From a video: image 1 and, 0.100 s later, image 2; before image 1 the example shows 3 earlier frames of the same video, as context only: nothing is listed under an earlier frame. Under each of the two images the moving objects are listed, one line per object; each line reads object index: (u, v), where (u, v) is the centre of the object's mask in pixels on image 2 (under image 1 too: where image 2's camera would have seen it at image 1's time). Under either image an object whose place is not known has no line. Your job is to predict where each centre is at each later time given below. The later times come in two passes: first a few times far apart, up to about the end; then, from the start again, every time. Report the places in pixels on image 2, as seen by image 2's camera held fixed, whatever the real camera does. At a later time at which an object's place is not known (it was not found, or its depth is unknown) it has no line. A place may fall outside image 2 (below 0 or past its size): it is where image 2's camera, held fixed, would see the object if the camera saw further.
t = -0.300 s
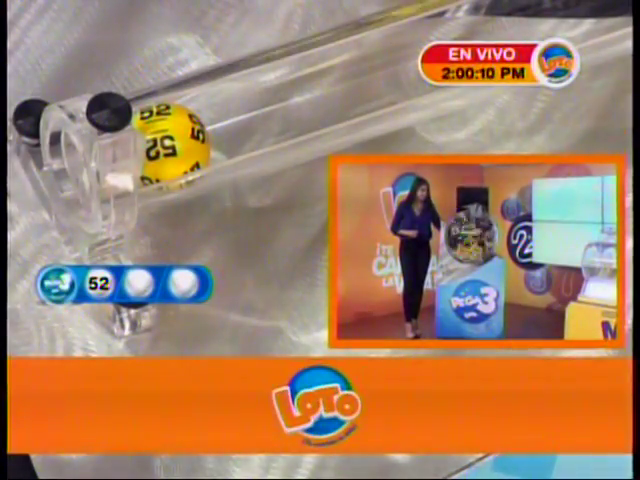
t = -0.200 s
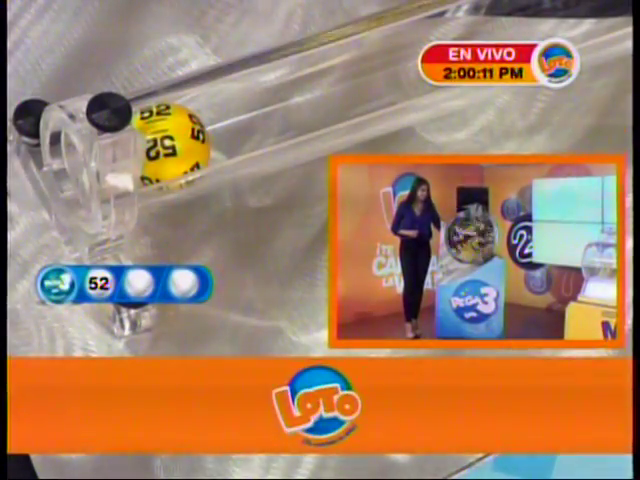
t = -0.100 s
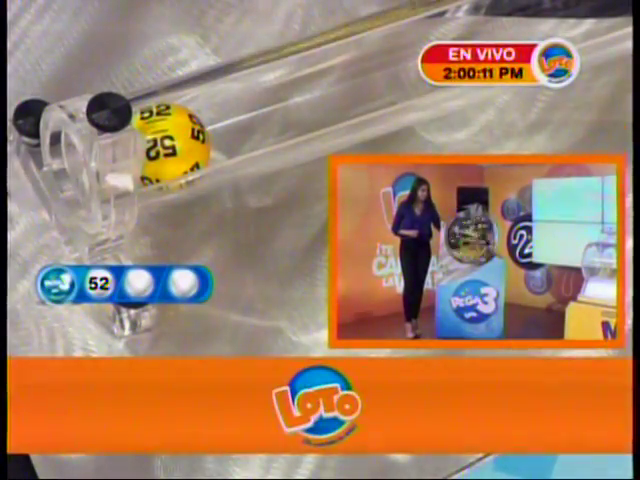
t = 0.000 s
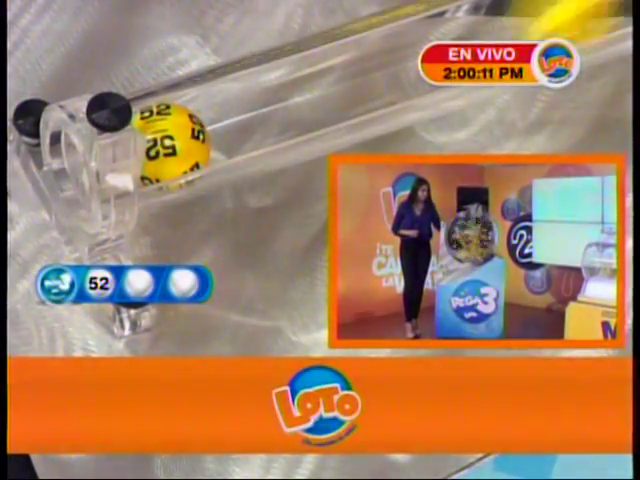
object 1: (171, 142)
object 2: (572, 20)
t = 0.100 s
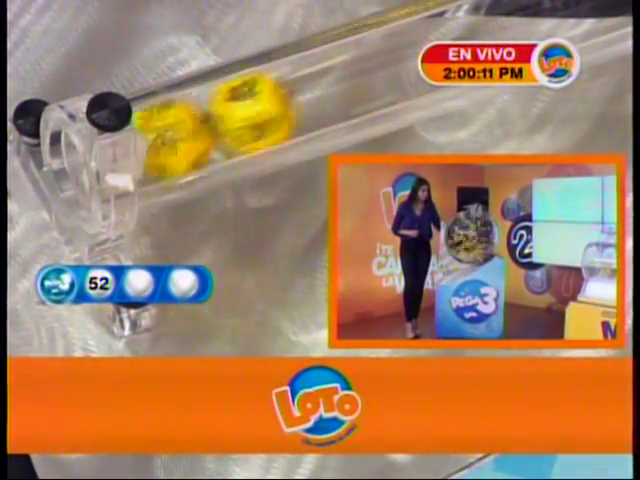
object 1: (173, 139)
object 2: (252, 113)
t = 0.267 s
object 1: (179, 139)
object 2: (365, 78)
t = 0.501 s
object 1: (171, 142)
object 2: (250, 116)
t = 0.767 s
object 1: (171, 141)
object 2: (246, 118)
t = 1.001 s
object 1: (171, 142)
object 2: (246, 118)
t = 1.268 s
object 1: (171, 144)
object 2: (246, 118)
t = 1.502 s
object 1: (171, 143)
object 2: (246, 118)
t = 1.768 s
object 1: (171, 142)
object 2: (246, 118)
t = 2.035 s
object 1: (171, 142)
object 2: (246, 118)
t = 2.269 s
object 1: (171, 143)
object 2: (246, 118)
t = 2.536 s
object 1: (171, 143)
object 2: (246, 118)
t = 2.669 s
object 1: (171, 143)
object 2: (246, 118)
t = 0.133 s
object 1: (182, 137)
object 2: (295, 99)
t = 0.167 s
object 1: (190, 133)
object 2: (326, 89)
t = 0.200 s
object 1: (187, 135)
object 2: (348, 83)
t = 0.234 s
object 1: (183, 138)
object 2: (358, 78)
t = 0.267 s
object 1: (179, 139)
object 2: (365, 78)
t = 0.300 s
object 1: (173, 142)
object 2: (360, 80)
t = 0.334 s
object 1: (171, 142)
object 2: (350, 83)
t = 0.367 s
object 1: (171, 143)
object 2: (335, 88)
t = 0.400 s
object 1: (171, 143)
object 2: (317, 94)
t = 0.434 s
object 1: (171, 143)
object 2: (297, 100)
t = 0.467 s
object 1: (171, 142)
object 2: (274, 108)
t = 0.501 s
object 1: (171, 142)
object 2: (250, 116)
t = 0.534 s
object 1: (172, 141)
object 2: (253, 115)
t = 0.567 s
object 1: (174, 141)
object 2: (256, 114)
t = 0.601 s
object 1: (173, 142)
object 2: (251, 115)
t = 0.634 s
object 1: (171, 142)
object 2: (246, 118)
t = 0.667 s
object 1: (171, 142)
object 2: (246, 118)
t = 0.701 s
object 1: (171, 142)
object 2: (246, 118)
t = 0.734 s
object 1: (171, 143)
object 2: (246, 118)
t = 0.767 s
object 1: (171, 141)
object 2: (246, 118)
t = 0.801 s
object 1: (171, 143)
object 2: (246, 118)
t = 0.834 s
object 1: (171, 143)
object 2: (246, 118)
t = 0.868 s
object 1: (171, 143)
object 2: (246, 118)
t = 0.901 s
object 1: (171, 143)
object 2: (246, 118)
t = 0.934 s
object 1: (171, 143)
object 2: (246, 118)
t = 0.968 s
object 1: (171, 142)
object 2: (246, 118)
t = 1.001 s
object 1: (171, 142)
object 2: (246, 118)
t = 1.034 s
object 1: (171, 143)
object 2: (246, 118)
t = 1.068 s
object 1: (171, 143)
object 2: (246, 118)
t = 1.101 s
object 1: (171, 143)
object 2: (246, 118)
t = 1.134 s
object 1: (171, 143)
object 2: (246, 118)
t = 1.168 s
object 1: (171, 144)
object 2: (246, 118)
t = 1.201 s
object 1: (171, 144)
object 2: (246, 118)
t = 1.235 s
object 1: (171, 144)
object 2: (246, 118)
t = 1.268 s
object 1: (171, 144)
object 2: (246, 118)
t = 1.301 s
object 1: (171, 142)
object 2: (246, 118)
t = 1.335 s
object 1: (171, 142)
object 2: (246, 118)
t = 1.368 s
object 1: (171, 143)
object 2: (246, 118)
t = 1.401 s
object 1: (171, 142)
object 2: (246, 118)
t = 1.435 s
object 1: (171, 144)
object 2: (246, 118)
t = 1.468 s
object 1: (171, 143)
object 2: (246, 118)
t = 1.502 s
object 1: (171, 143)
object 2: (246, 118)
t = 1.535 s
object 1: (171, 143)
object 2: (246, 118)
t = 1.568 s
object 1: (171, 143)
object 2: (246, 118)
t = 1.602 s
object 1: (171, 142)
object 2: (246, 118)
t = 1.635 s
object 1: (171, 144)
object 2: (246, 118)
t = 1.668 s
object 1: (171, 144)
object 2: (246, 118)
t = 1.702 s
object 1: (171, 142)
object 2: (246, 118)
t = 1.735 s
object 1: (171, 142)
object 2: (246, 118)
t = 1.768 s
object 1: (171, 142)
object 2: (246, 118)
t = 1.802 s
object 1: (171, 142)
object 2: (246, 118)
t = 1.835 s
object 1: (171, 142)
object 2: (246, 118)
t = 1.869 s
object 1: (171, 142)
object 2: (246, 118)
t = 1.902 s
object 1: (171, 142)
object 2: (246, 118)
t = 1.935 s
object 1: (171, 142)
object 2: (246, 118)
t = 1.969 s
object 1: (171, 142)
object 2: (246, 118)
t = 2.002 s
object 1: (171, 142)
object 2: (246, 118)
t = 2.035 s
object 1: (171, 142)
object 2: (246, 118)
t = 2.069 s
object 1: (171, 144)
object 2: (246, 118)
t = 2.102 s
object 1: (171, 143)
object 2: (246, 118)
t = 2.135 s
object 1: (171, 143)
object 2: (246, 118)
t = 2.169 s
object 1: (171, 143)
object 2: (246, 118)
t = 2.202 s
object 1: (171, 143)
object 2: (246, 118)
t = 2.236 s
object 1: (171, 143)
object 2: (246, 118)
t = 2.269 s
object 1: (171, 143)
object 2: (246, 118)
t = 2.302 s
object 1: (171, 143)
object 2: (246, 118)
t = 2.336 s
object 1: (171, 143)
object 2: (246, 118)
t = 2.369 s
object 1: (171, 143)
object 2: (246, 118)
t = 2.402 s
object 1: (172, 143)
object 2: (246, 118)
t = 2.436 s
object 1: (171, 143)
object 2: (246, 118)
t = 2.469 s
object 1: (171, 143)
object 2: (246, 118)
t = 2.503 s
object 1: (171, 143)
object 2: (246, 118)
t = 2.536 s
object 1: (171, 143)
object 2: (246, 118)
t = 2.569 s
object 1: (171, 143)
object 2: (246, 118)
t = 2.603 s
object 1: (171, 143)
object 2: (246, 118)
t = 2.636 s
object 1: (171, 143)
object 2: (246, 118)
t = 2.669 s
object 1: (171, 143)
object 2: (246, 118)
